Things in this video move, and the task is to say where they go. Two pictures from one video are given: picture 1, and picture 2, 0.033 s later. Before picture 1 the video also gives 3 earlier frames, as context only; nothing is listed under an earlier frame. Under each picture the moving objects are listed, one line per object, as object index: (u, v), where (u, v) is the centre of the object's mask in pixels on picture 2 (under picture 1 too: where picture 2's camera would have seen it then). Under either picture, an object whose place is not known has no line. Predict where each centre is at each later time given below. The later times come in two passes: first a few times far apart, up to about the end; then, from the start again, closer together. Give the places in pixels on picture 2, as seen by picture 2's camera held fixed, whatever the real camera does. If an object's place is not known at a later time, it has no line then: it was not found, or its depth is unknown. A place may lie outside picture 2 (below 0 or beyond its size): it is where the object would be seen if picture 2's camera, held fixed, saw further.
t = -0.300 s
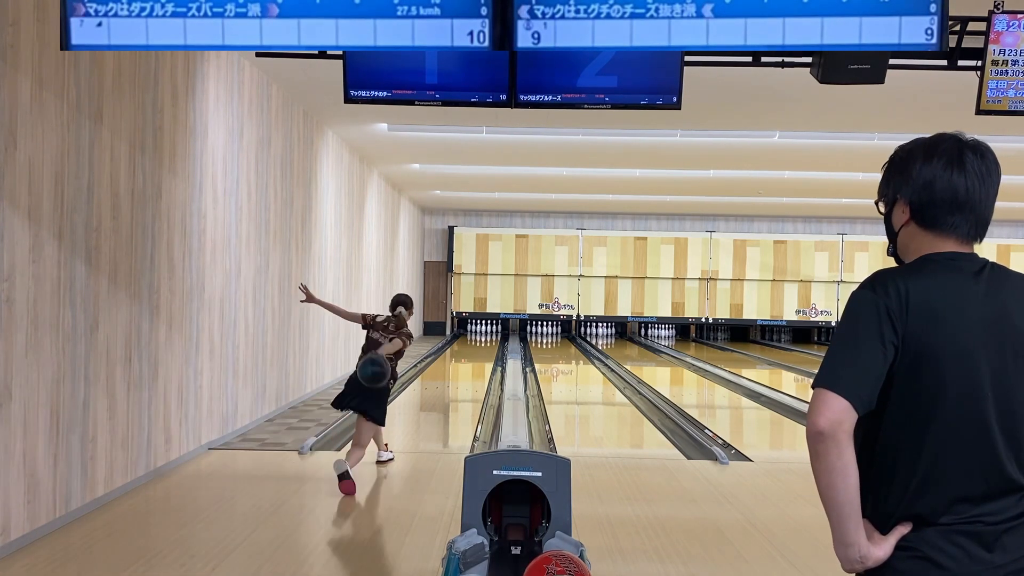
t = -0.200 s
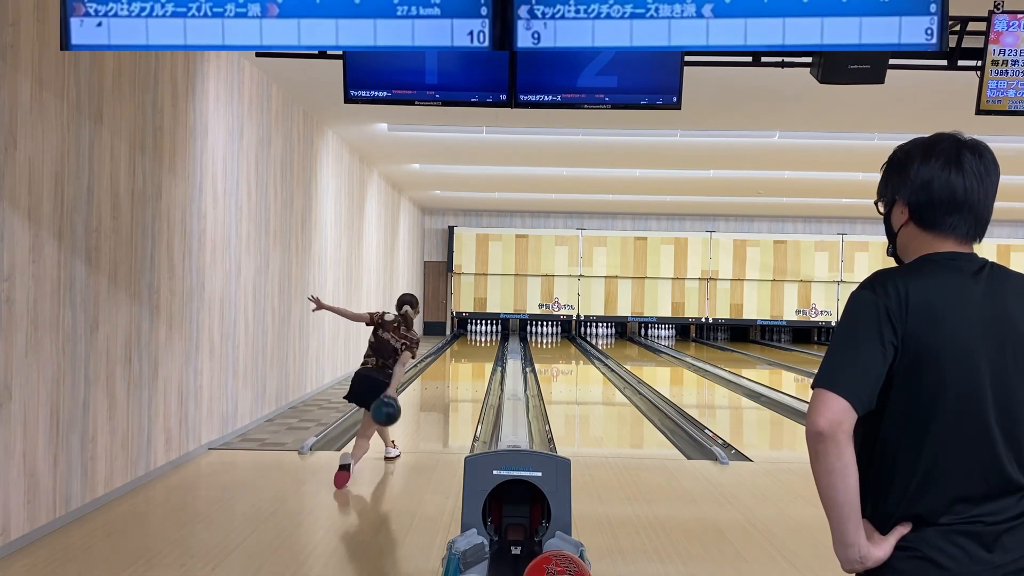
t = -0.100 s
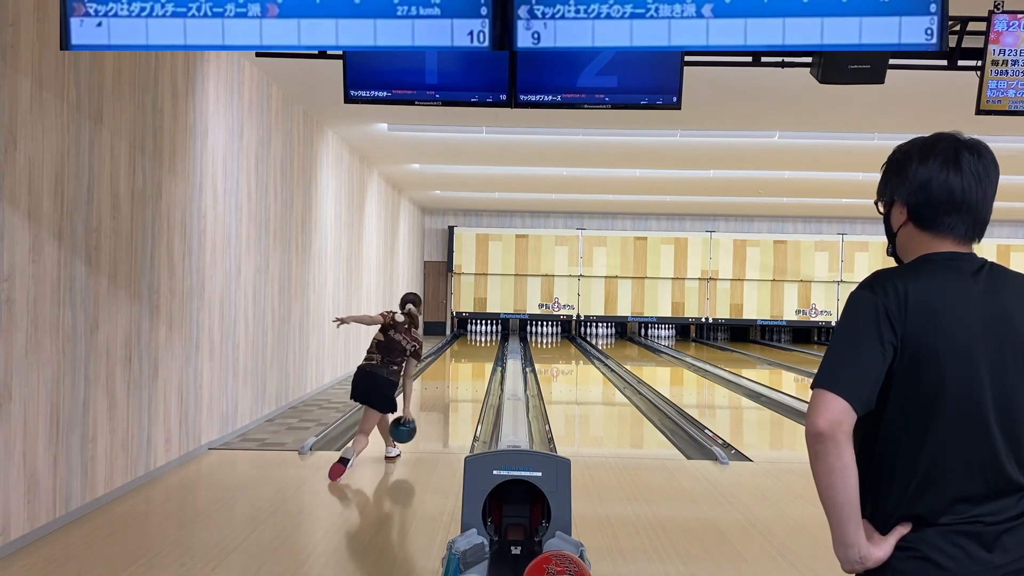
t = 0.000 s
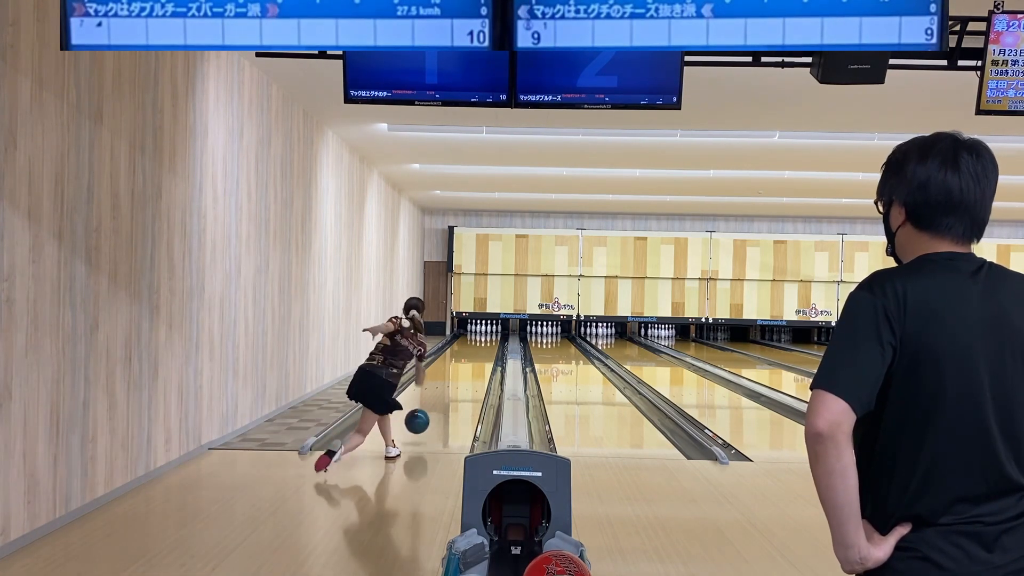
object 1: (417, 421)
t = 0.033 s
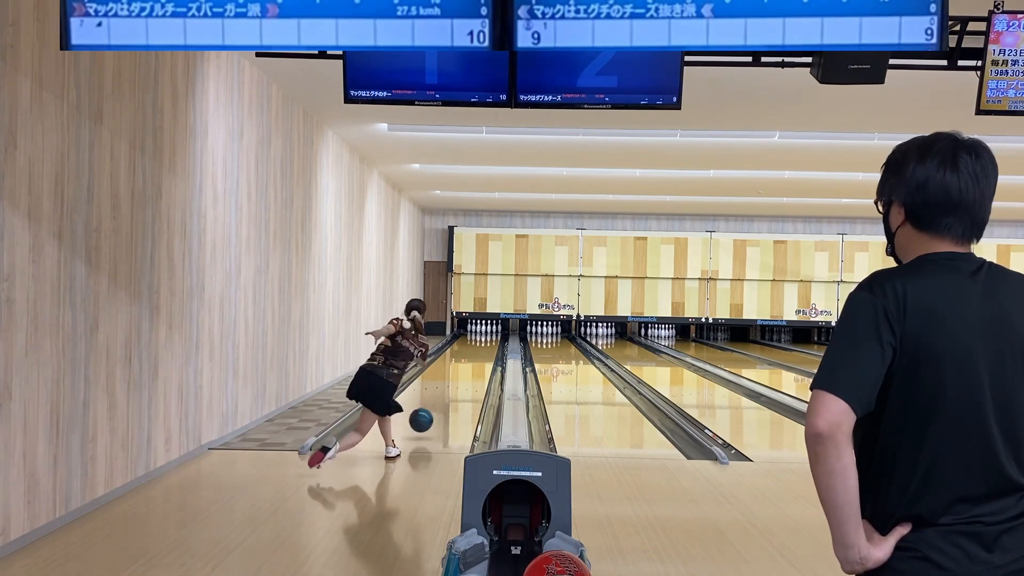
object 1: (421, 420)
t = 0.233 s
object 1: (441, 405)
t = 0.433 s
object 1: (455, 389)
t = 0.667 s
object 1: (467, 376)
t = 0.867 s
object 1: (476, 367)
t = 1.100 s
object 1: (483, 358)
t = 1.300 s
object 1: (487, 353)
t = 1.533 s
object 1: (491, 347)
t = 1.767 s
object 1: (491, 342)
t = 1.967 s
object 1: (492, 340)
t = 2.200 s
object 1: (491, 336)
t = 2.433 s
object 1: (489, 334)
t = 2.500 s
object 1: (489, 333)
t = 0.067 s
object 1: (425, 420)
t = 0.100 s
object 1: (428, 419)
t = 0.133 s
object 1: (432, 414)
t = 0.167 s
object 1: (435, 411)
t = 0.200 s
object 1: (438, 408)
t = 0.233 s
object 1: (441, 405)
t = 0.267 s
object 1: (443, 402)
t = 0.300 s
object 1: (446, 400)
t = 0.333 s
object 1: (448, 397)
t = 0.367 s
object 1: (451, 394)
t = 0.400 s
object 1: (453, 392)
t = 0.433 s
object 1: (455, 389)
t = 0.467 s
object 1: (457, 387)
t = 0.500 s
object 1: (458, 385)
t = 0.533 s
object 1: (460, 383)
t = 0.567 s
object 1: (462, 381)
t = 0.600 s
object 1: (464, 379)
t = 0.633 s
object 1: (466, 377)
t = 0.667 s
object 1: (467, 376)
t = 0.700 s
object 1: (469, 374)
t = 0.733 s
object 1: (470, 372)
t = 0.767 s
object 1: (472, 371)
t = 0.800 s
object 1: (473, 369)
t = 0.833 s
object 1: (474, 368)
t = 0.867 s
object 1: (476, 367)
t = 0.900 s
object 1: (477, 365)
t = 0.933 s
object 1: (478, 364)
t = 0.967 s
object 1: (479, 363)
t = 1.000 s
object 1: (480, 362)
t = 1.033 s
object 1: (481, 360)
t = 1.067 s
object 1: (482, 359)
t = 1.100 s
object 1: (483, 358)
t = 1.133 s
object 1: (483, 357)
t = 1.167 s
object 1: (484, 356)
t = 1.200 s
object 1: (485, 355)
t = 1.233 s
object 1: (486, 355)
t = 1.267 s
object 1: (487, 354)
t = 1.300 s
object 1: (487, 353)
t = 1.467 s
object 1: (490, 349)
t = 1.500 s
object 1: (490, 348)
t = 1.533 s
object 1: (491, 347)
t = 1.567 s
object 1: (491, 346)
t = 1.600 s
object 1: (491, 346)
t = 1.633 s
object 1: (491, 345)
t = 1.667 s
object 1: (492, 344)
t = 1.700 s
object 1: (492, 344)
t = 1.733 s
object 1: (492, 343)
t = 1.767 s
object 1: (491, 342)
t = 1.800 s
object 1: (492, 342)
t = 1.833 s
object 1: (492, 342)
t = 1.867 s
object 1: (492, 341)
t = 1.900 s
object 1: (492, 341)
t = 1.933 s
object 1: (491, 340)
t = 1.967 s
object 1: (492, 340)
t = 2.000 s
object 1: (491, 339)
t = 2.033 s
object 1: (492, 339)
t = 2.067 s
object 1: (491, 338)
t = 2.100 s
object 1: (491, 338)
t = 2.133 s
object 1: (491, 337)
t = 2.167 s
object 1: (491, 337)
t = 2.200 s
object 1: (491, 336)
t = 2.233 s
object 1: (490, 336)
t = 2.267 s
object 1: (491, 336)
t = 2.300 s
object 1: (490, 335)
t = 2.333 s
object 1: (490, 335)
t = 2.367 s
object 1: (490, 334)
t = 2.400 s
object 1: (489, 334)
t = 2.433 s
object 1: (489, 334)
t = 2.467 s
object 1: (489, 333)
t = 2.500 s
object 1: (489, 333)
